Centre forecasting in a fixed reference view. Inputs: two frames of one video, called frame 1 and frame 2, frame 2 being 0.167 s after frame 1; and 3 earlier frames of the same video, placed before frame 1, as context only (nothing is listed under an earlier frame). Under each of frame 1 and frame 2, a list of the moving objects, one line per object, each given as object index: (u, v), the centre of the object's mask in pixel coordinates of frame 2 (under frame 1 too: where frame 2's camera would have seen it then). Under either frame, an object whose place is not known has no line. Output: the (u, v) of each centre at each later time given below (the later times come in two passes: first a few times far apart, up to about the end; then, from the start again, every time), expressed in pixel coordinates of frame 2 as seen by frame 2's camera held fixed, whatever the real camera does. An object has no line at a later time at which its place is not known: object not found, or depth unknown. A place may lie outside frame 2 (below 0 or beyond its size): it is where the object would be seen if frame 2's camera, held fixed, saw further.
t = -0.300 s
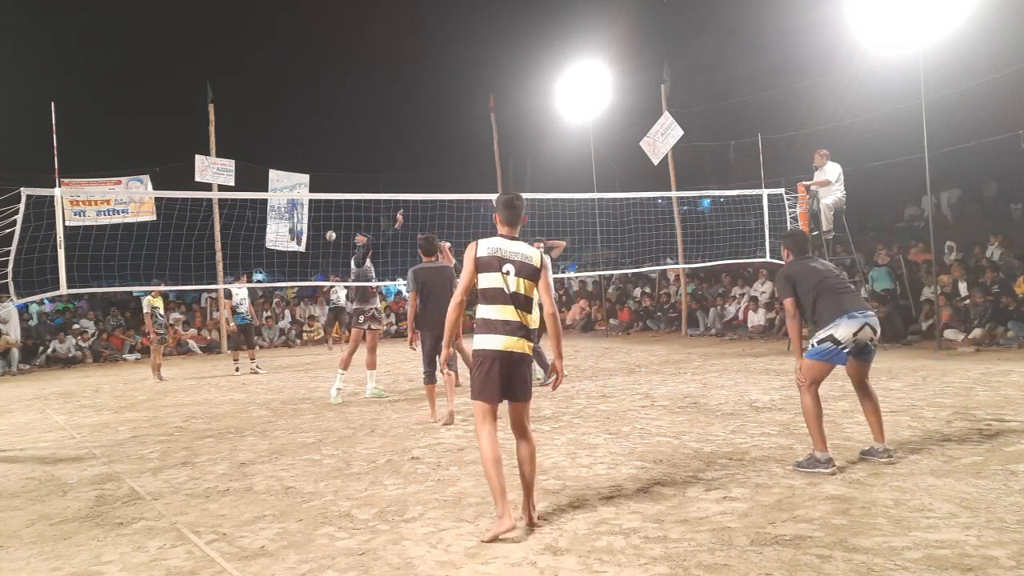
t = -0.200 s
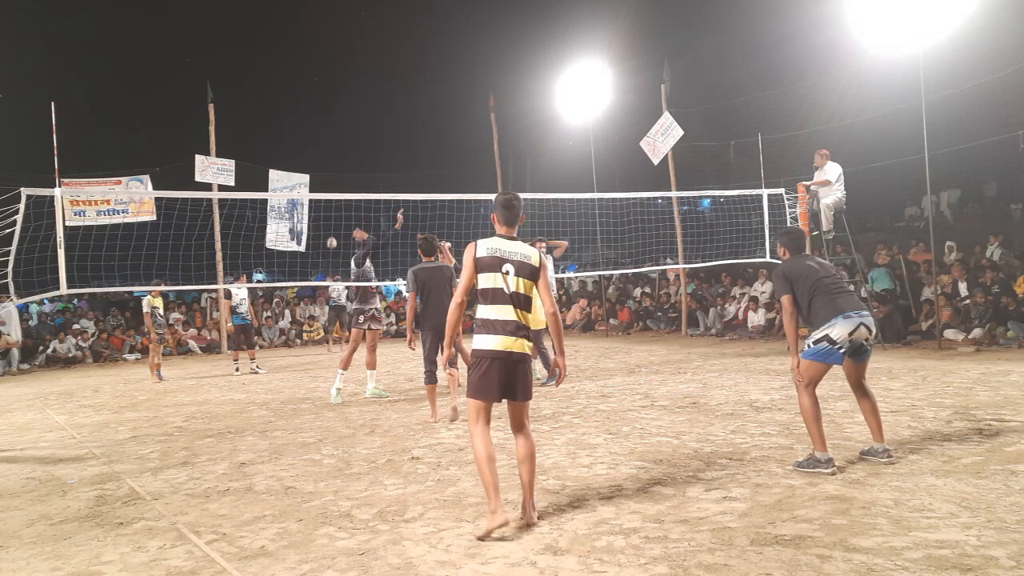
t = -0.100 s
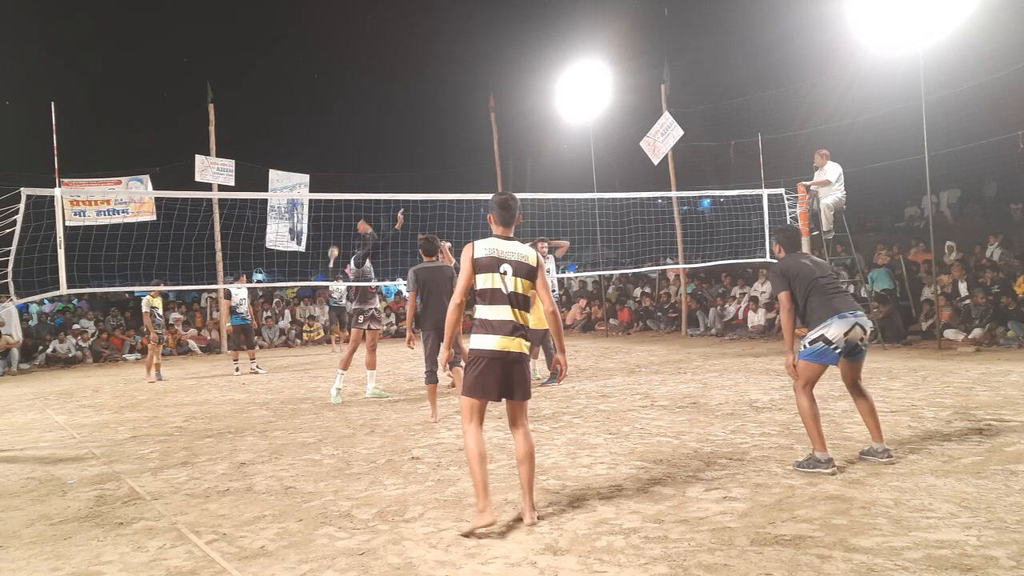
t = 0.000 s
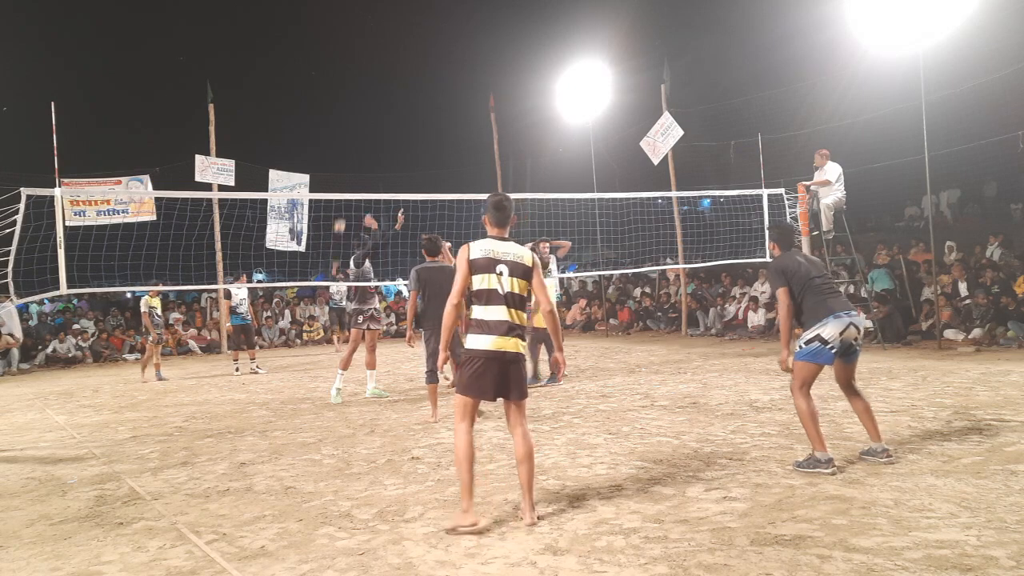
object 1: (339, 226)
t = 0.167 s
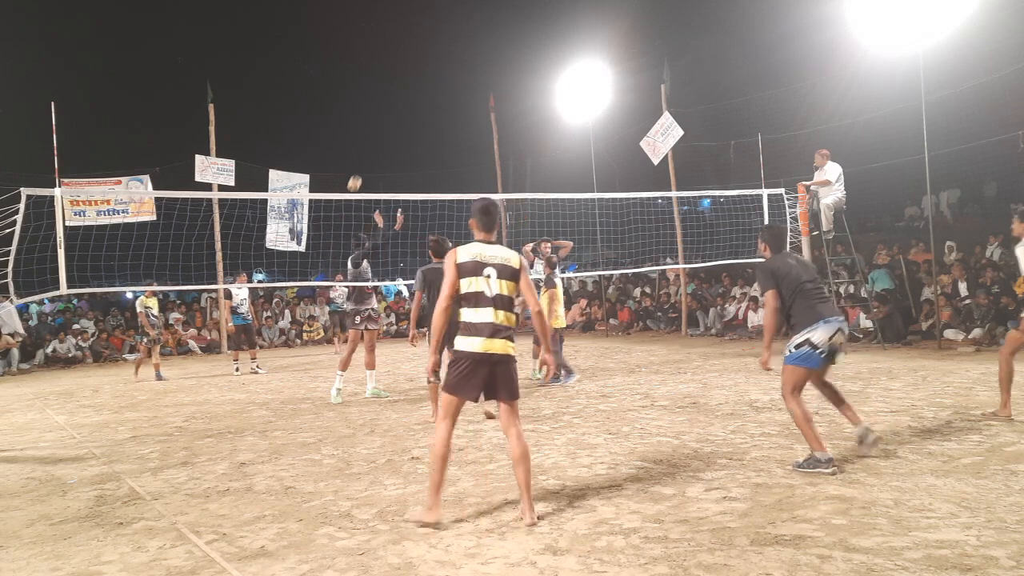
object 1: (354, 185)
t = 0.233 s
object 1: (362, 169)
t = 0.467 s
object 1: (396, 127)
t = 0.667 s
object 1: (441, 117)
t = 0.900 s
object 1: (523, 160)
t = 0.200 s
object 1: (358, 177)
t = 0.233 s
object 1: (362, 169)
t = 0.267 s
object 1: (366, 161)
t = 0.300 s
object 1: (371, 154)
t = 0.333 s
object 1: (375, 148)
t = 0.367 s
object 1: (380, 142)
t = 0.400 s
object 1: (385, 136)
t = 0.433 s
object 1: (390, 131)
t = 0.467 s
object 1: (396, 127)
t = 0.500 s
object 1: (402, 123)
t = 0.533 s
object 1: (409, 120)
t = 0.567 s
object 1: (417, 118)
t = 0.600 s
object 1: (424, 117)
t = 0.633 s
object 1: (433, 116)
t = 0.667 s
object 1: (441, 117)
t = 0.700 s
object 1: (451, 119)
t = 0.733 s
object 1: (460, 122)
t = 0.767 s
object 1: (471, 127)
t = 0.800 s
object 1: (482, 132)
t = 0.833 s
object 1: (496, 140)
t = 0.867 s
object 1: (510, 150)
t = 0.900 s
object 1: (523, 160)
